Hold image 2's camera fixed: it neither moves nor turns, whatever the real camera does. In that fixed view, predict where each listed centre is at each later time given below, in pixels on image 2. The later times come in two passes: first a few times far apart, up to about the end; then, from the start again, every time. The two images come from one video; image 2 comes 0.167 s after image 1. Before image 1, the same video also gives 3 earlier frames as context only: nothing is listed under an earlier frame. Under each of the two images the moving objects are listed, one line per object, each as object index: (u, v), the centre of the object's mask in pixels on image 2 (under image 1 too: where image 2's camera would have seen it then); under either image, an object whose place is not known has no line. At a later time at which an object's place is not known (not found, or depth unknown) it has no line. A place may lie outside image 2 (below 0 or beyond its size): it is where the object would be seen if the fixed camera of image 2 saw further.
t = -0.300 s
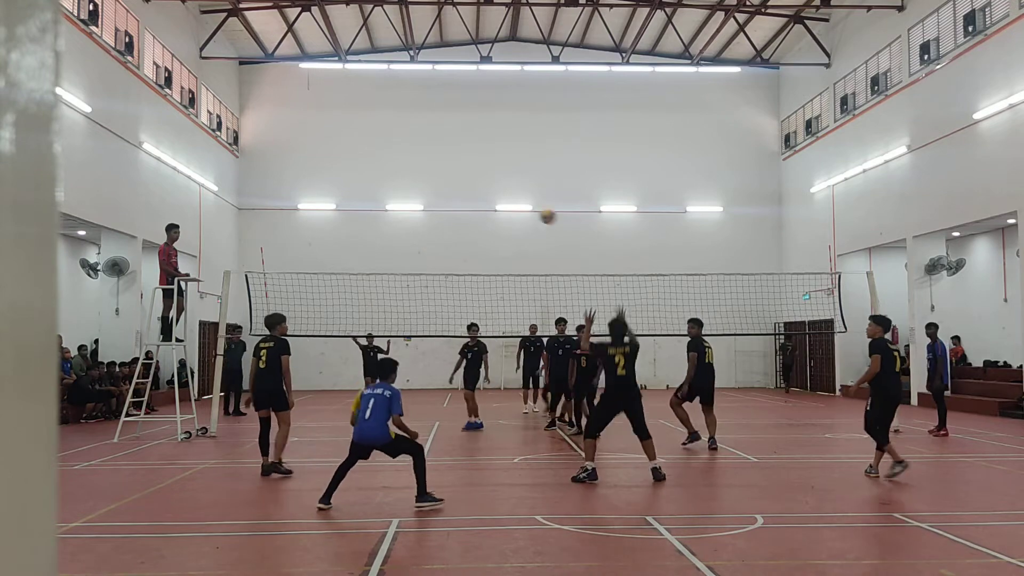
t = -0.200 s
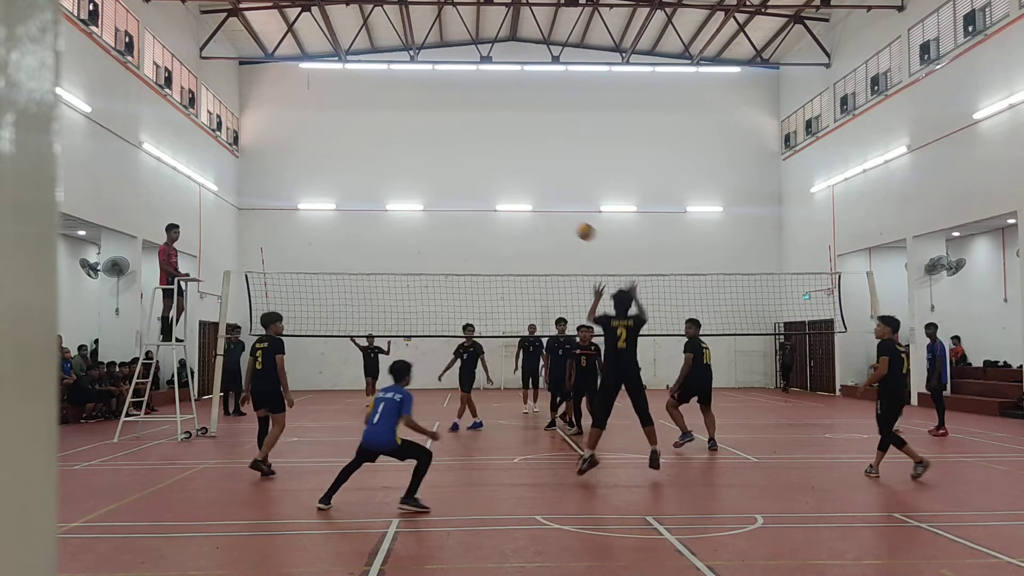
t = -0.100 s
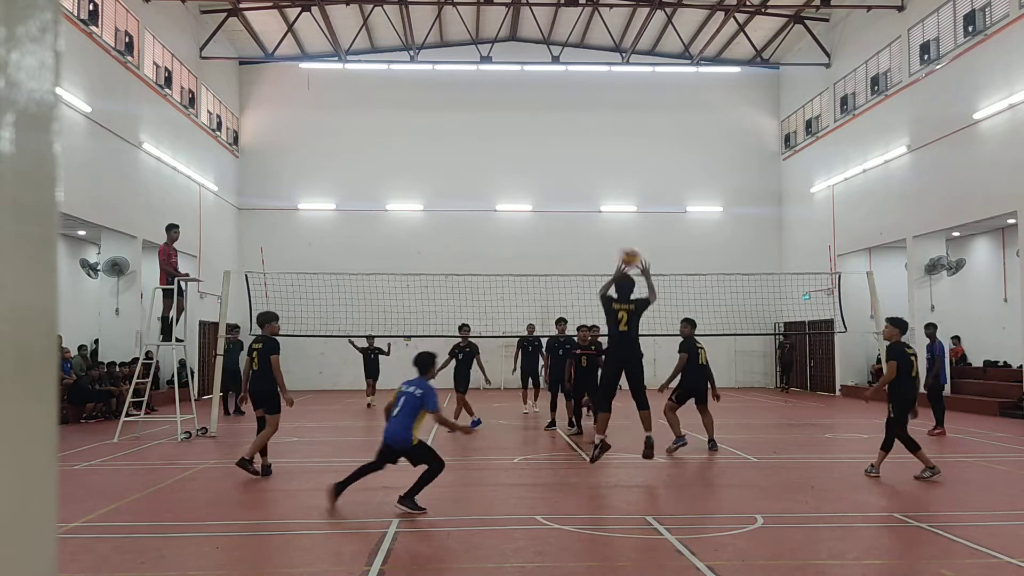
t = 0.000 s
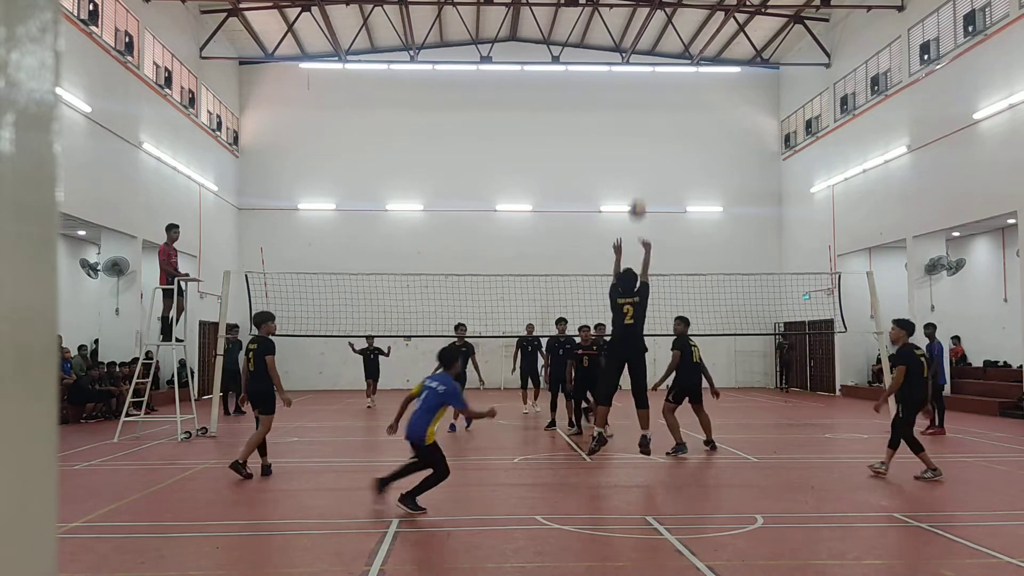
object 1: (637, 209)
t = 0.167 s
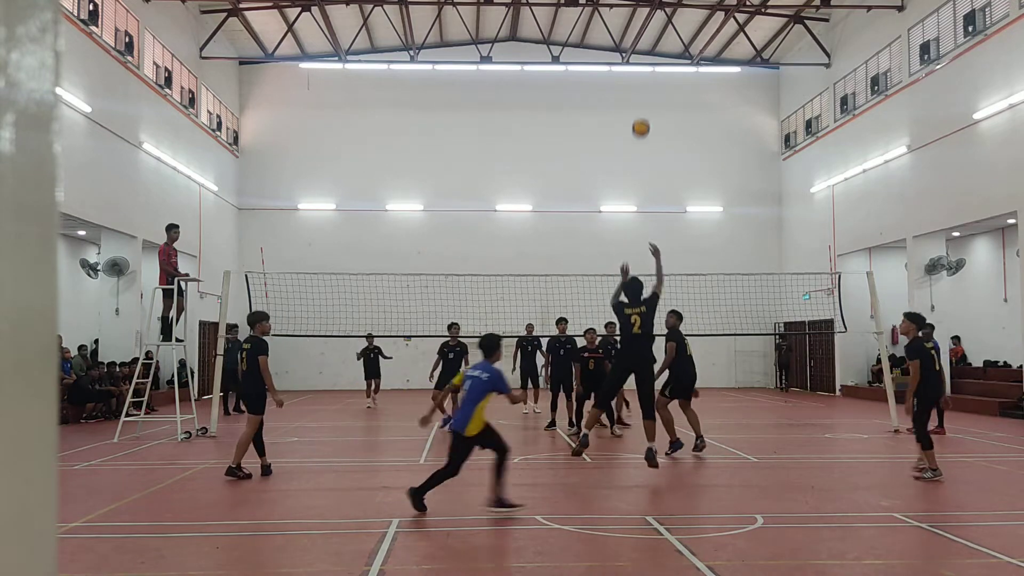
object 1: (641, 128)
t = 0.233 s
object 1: (643, 105)
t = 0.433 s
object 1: (649, 56)
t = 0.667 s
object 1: (655, 43)
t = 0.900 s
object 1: (662, 70)
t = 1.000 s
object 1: (665, 93)
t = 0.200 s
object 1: (642, 115)
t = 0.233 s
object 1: (643, 105)
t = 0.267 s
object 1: (644, 94)
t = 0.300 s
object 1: (645, 84)
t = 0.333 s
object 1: (646, 76)
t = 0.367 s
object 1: (647, 68)
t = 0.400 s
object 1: (648, 61)
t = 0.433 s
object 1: (649, 56)
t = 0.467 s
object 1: (649, 51)
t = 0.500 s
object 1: (650, 48)
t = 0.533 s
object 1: (652, 45)
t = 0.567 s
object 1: (652, 43)
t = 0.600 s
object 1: (653, 42)
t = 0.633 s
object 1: (654, 42)
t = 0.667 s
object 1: (655, 43)
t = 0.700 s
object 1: (656, 44)
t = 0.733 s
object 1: (657, 47)
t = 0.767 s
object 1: (658, 50)
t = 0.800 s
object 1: (659, 53)
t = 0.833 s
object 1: (661, 57)
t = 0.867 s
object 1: (661, 63)
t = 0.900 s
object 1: (662, 70)
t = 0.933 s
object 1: (663, 78)
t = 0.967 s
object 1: (663, 85)
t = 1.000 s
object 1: (665, 93)
